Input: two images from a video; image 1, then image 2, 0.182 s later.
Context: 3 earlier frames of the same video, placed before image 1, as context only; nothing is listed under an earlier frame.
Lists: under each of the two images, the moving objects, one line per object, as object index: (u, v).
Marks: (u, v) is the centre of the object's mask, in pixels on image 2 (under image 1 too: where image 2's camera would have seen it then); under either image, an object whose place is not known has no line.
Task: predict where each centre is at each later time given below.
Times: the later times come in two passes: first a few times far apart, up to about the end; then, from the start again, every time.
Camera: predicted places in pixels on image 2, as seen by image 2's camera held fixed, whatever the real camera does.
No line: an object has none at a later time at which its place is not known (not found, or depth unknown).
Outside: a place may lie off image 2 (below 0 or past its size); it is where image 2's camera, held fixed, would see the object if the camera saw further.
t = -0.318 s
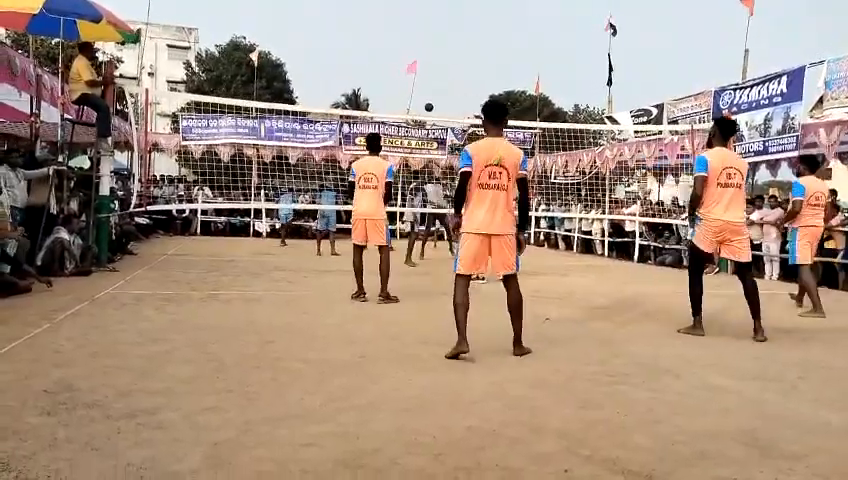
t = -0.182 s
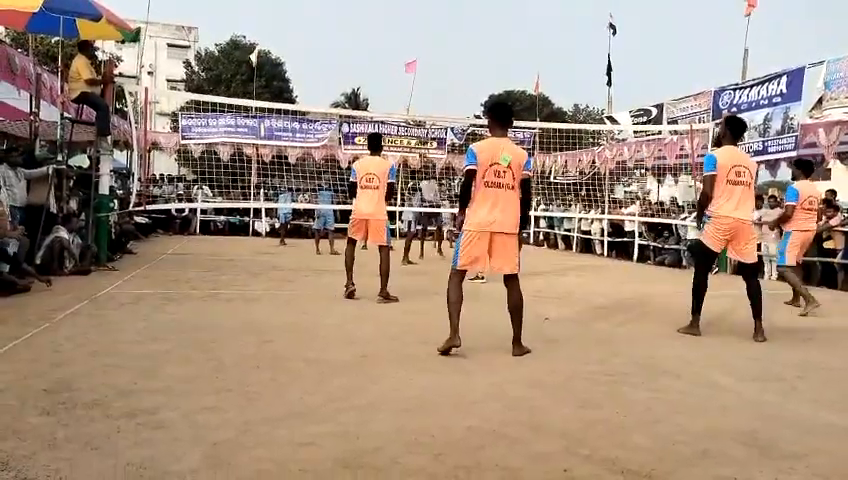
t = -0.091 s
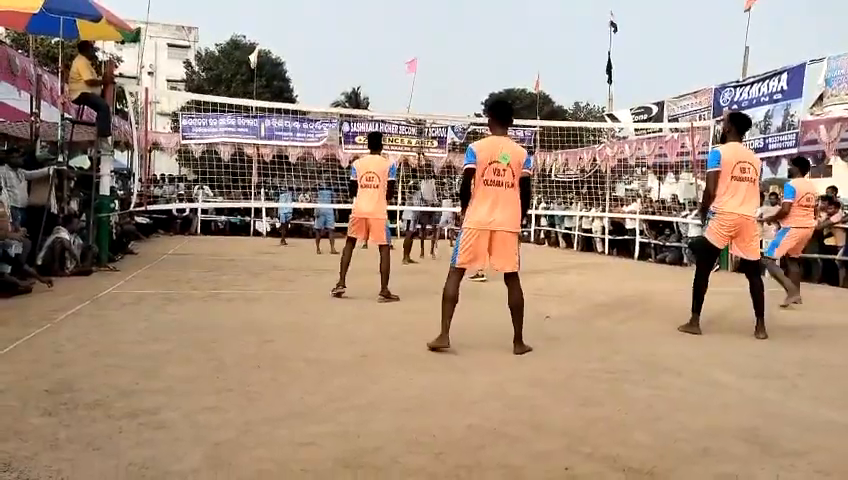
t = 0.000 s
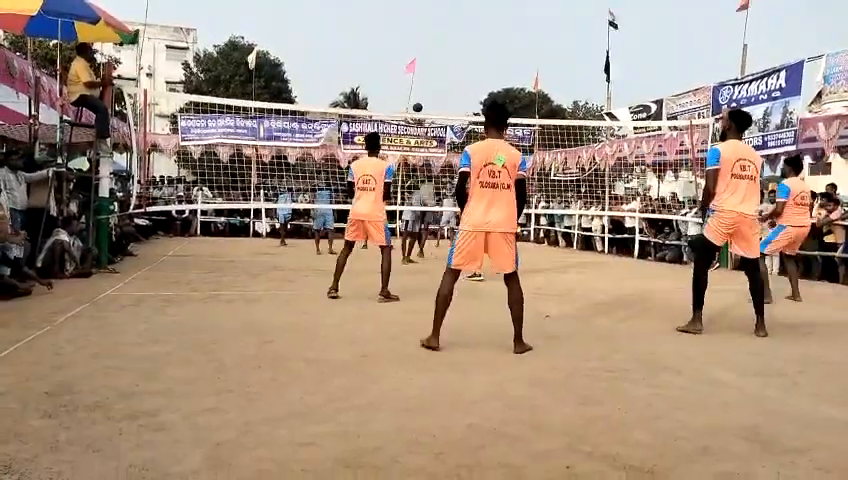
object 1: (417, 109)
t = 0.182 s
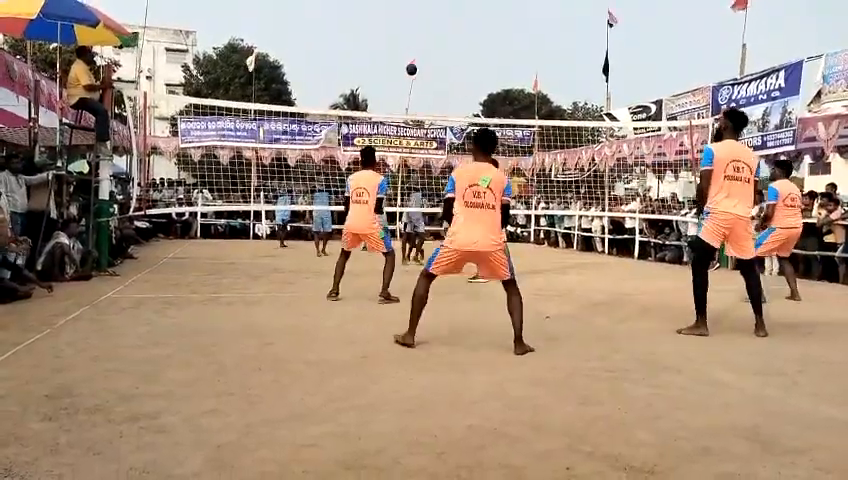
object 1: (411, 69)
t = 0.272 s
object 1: (408, 54)
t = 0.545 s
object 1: (394, 38)
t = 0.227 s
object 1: (410, 61)
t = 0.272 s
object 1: (408, 54)
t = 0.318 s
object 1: (406, 48)
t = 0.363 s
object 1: (404, 43)
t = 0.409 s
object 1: (401, 40)
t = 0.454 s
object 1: (399, 37)
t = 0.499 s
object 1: (396, 37)
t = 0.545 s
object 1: (394, 38)
